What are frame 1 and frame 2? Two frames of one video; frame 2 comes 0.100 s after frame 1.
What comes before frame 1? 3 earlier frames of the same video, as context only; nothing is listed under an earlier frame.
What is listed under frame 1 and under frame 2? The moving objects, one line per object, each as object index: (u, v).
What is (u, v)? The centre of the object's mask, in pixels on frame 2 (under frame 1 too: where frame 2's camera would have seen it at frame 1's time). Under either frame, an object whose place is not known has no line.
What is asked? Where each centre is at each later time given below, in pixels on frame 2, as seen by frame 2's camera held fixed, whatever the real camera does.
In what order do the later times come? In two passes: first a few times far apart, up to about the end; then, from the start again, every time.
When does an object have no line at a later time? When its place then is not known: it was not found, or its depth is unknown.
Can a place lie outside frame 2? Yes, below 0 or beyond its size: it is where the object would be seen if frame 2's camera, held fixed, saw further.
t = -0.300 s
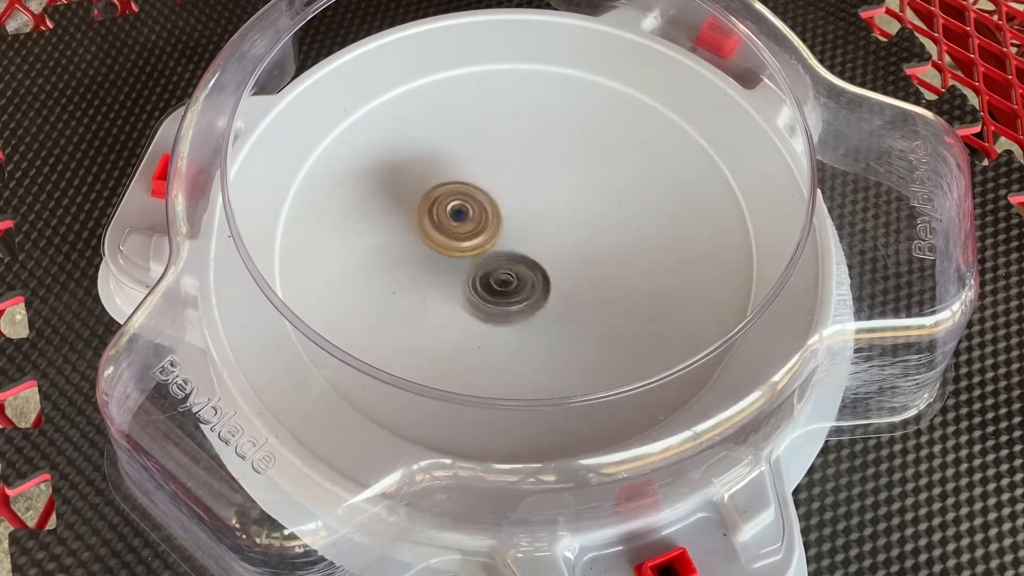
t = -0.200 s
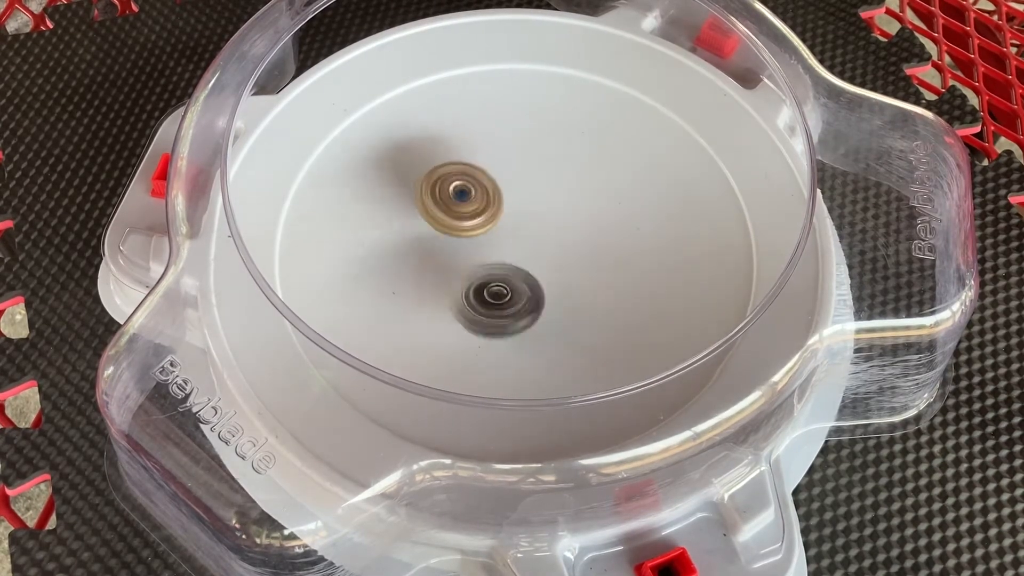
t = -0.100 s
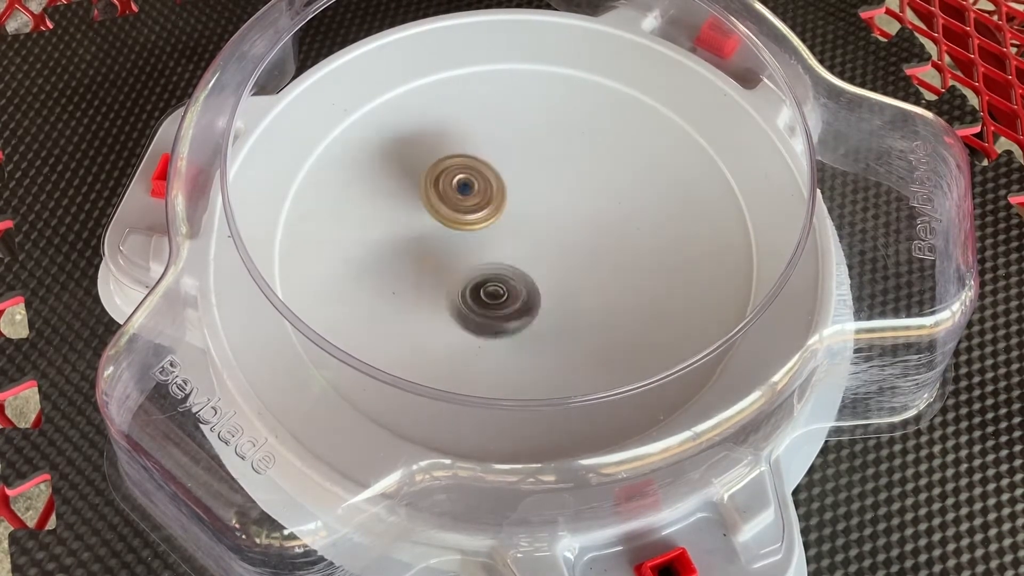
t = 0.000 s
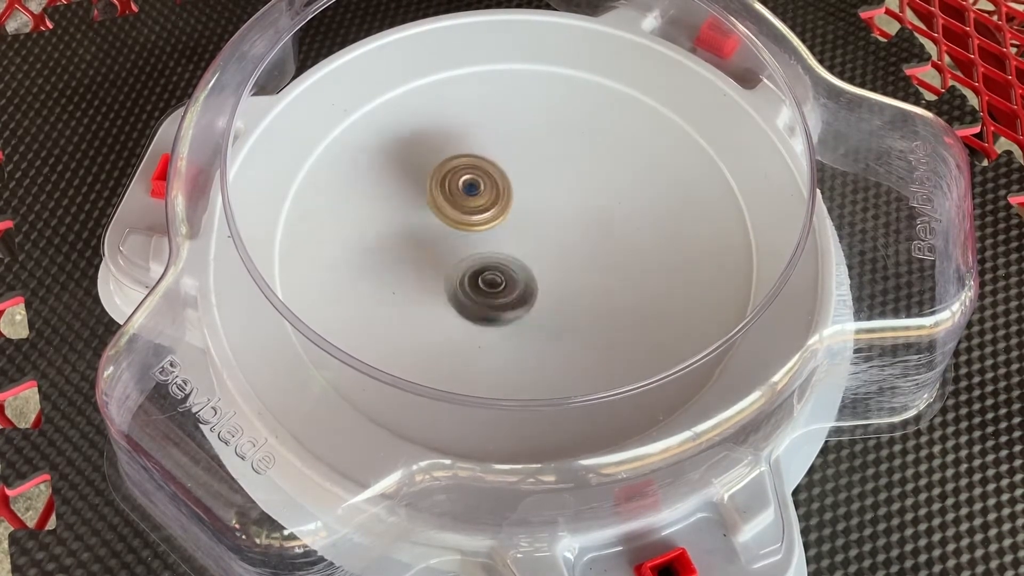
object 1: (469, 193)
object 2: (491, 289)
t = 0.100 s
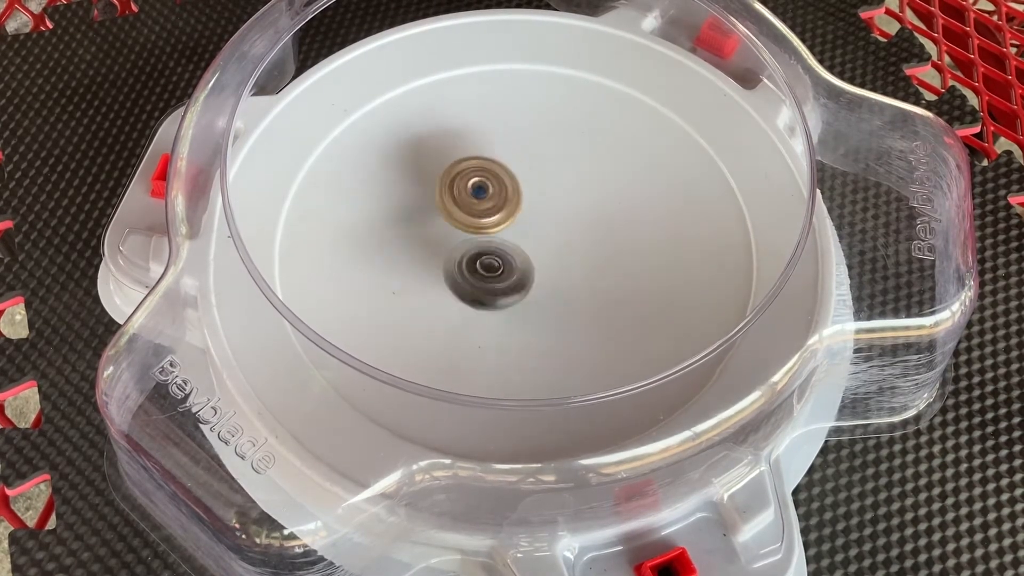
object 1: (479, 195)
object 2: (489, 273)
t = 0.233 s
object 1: (500, 182)
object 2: (488, 275)
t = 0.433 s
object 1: (523, 186)
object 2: (496, 260)
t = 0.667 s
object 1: (568, 172)
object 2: (500, 274)
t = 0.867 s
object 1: (588, 182)
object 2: (518, 256)
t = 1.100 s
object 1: (605, 202)
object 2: (502, 252)
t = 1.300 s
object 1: (590, 233)
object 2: (496, 256)
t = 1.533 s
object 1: (577, 274)
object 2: (480, 261)
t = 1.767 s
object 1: (560, 304)
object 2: (467, 253)
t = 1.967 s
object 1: (535, 308)
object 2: (474, 245)
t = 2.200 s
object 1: (502, 313)
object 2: (481, 213)
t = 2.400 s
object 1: (471, 299)
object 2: (507, 209)
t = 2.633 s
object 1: (447, 266)
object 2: (536, 214)
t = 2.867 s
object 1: (441, 230)
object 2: (553, 235)
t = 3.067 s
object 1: (454, 208)
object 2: (553, 256)
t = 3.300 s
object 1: (487, 195)
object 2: (536, 275)
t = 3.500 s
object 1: (525, 196)
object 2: (514, 281)
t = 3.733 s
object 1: (564, 210)
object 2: (492, 273)
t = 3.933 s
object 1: (584, 232)
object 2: (483, 257)
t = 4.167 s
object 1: (587, 259)
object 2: (489, 233)
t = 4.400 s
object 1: (569, 291)
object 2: (502, 212)
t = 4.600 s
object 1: (541, 309)
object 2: (518, 206)
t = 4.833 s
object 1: (505, 308)
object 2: (535, 220)
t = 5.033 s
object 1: (475, 292)
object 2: (544, 237)
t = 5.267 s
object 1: (443, 265)
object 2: (560, 248)
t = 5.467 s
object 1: (440, 237)
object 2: (544, 259)
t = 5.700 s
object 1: (456, 206)
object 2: (534, 276)
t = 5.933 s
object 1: (486, 190)
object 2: (517, 278)
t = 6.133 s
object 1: (523, 193)
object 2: (505, 269)
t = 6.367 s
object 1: (571, 196)
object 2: (482, 285)
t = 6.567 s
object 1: (585, 217)
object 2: (484, 278)
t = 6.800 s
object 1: (617, 252)
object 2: (448, 256)
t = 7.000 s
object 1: (626, 273)
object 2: (386, 240)
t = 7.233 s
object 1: (578, 283)
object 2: (419, 225)
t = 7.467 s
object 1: (550, 309)
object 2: (453, 181)
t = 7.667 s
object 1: (552, 321)
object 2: (458, 142)
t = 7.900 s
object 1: (542, 287)
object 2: (507, 189)
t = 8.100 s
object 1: (537, 290)
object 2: (529, 205)
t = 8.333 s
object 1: (539, 297)
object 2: (519, 217)
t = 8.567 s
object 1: (532, 309)
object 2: (495, 205)
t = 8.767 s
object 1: (522, 299)
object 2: (484, 205)
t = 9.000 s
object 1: (523, 290)
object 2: (481, 197)
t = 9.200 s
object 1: (533, 278)
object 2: (487, 201)
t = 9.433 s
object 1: (553, 283)
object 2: (491, 203)
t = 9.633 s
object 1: (561, 285)
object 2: (496, 222)
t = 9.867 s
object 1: (577, 304)
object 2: (465, 199)
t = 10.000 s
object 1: (569, 303)
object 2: (462, 196)
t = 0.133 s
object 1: (483, 193)
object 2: (487, 272)
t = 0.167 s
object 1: (489, 188)
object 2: (487, 274)
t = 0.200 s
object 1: (495, 184)
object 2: (488, 275)
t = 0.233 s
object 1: (500, 182)
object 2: (488, 275)
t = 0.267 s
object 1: (504, 182)
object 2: (489, 274)
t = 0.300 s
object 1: (509, 183)
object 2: (493, 272)
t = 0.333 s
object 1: (513, 184)
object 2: (492, 268)
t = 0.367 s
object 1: (516, 185)
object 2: (495, 266)
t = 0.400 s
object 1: (519, 186)
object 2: (497, 261)
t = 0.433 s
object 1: (523, 186)
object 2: (496, 260)
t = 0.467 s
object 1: (533, 179)
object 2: (492, 267)
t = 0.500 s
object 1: (540, 176)
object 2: (491, 272)
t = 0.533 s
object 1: (546, 175)
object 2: (490, 274)
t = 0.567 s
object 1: (552, 174)
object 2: (490, 276)
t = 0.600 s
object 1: (558, 173)
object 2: (493, 277)
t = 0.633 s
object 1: (563, 172)
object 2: (496, 276)
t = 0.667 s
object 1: (568, 172)
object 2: (500, 274)
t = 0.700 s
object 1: (572, 173)
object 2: (502, 271)
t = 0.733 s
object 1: (576, 174)
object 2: (506, 270)
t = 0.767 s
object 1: (580, 175)
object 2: (510, 267)
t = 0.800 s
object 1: (583, 176)
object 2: (514, 263)
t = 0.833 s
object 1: (585, 179)
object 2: (515, 259)
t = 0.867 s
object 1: (588, 182)
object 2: (518, 256)
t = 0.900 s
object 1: (590, 184)
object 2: (522, 253)
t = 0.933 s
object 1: (591, 187)
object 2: (523, 249)
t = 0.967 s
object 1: (592, 191)
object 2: (524, 246)
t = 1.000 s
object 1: (594, 195)
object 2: (523, 244)
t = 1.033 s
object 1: (600, 196)
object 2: (515, 248)
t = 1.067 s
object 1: (604, 198)
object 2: (508, 250)
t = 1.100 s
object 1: (605, 202)
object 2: (502, 252)
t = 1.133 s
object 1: (605, 206)
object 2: (498, 253)
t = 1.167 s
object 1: (603, 211)
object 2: (496, 256)
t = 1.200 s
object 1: (600, 216)
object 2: (495, 257)
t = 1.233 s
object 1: (597, 222)
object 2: (495, 257)
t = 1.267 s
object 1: (594, 228)
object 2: (495, 257)
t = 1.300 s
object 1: (590, 233)
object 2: (496, 256)
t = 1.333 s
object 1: (586, 238)
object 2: (497, 258)
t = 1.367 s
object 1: (586, 243)
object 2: (491, 258)
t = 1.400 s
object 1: (585, 249)
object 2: (487, 259)
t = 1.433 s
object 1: (584, 255)
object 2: (484, 260)
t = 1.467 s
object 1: (581, 261)
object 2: (482, 260)
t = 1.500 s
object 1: (579, 268)
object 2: (482, 261)
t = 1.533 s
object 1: (577, 274)
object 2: (480, 261)
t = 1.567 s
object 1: (573, 280)
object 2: (480, 260)
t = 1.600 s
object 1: (570, 284)
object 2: (478, 260)
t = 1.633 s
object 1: (570, 292)
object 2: (472, 258)
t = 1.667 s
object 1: (569, 297)
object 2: (471, 257)
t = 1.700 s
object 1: (567, 300)
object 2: (469, 256)
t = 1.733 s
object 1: (564, 302)
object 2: (468, 254)
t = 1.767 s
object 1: (560, 304)
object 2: (467, 253)
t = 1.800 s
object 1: (557, 306)
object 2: (466, 252)
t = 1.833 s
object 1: (553, 306)
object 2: (468, 251)
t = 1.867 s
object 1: (548, 307)
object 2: (470, 249)
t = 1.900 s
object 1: (544, 308)
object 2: (471, 248)
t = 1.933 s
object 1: (539, 308)
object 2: (473, 247)
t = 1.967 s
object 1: (535, 308)
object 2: (474, 245)
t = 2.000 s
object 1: (533, 313)
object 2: (473, 237)
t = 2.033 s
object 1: (528, 315)
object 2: (473, 231)
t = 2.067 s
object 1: (523, 316)
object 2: (473, 226)
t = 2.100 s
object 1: (518, 316)
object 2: (474, 222)
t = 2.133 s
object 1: (512, 315)
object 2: (476, 219)
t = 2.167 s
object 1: (507, 315)
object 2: (478, 216)
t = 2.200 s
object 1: (502, 313)
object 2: (481, 213)
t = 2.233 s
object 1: (497, 312)
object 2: (486, 212)
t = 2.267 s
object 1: (491, 310)
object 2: (489, 210)
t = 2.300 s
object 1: (486, 308)
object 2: (493, 210)
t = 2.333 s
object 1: (481, 305)
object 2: (497, 209)
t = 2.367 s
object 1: (476, 302)
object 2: (502, 209)
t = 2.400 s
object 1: (471, 299)
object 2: (507, 209)
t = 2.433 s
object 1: (467, 294)
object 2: (512, 209)
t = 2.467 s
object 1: (462, 290)
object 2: (516, 209)
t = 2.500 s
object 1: (459, 286)
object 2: (520, 210)
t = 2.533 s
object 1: (455, 281)
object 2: (523, 210)
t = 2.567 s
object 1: (452, 276)
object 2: (527, 211)
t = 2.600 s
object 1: (449, 271)
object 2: (531, 212)
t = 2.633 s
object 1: (447, 266)
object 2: (536, 214)
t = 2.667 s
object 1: (444, 260)
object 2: (539, 217)
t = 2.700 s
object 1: (443, 255)
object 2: (543, 220)
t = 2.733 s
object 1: (442, 250)
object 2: (544, 222)
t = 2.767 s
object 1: (441, 245)
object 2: (546, 225)
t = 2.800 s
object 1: (441, 240)
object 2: (548, 227)
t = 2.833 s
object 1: (441, 235)
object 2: (551, 230)
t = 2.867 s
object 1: (441, 230)
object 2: (553, 235)
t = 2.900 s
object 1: (442, 226)
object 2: (555, 238)
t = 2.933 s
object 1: (443, 222)
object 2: (555, 242)
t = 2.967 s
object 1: (445, 218)
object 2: (555, 245)
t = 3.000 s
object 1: (448, 214)
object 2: (554, 248)
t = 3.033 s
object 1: (450, 210)
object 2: (553, 252)
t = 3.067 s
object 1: (454, 208)
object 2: (553, 256)
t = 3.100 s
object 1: (458, 205)
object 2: (552, 260)
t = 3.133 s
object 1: (461, 203)
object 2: (552, 262)
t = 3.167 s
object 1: (466, 200)
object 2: (549, 265)
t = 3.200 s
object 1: (470, 198)
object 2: (545, 267)
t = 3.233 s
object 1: (476, 197)
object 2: (542, 270)
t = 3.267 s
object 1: (481, 196)
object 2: (538, 273)
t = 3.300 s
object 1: (487, 195)
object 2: (536, 275)
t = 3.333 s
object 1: (493, 194)
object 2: (533, 278)
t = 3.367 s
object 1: (499, 194)
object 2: (530, 279)
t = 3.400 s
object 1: (505, 193)
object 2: (528, 280)
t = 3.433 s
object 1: (512, 194)
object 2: (524, 281)
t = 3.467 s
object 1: (518, 195)
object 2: (518, 281)
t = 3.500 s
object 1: (525, 196)
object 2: (514, 281)
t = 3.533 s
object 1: (530, 197)
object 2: (509, 281)
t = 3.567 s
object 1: (537, 199)
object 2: (506, 281)
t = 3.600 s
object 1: (543, 200)
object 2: (503, 281)
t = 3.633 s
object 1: (549, 203)
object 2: (500, 280)
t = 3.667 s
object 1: (554, 205)
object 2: (497, 278)
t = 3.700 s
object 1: (560, 208)
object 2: (495, 276)
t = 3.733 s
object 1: (564, 210)
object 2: (492, 273)
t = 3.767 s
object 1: (569, 214)
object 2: (489, 272)
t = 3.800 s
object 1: (573, 217)
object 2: (487, 269)
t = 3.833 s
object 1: (577, 220)
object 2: (485, 266)
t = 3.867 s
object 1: (580, 224)
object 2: (485, 264)
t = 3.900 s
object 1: (583, 228)
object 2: (484, 261)
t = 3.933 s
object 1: (584, 232)
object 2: (483, 257)
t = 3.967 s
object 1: (587, 236)
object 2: (483, 253)
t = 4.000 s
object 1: (588, 240)
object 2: (483, 250)
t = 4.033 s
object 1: (589, 243)
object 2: (485, 246)
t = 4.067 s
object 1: (589, 247)
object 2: (485, 243)
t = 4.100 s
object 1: (589, 251)
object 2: (486, 240)
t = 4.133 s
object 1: (588, 255)
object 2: (486, 236)
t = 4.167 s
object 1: (587, 259)
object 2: (489, 233)
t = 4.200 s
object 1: (586, 263)
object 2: (494, 232)
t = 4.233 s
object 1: (583, 267)
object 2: (497, 229)
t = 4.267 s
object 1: (580, 271)
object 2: (499, 227)
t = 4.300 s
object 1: (577, 274)
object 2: (502, 225)
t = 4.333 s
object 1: (574, 280)
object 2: (503, 221)
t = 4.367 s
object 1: (573, 286)
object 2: (502, 216)
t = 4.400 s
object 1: (569, 291)
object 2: (502, 212)
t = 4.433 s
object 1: (566, 295)
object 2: (503, 210)
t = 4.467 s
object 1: (561, 300)
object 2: (504, 209)
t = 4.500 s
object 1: (557, 301)
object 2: (508, 206)
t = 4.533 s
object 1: (552, 303)
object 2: (512, 206)
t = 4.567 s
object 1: (546, 307)
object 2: (515, 206)
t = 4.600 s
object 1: (541, 309)
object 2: (518, 206)
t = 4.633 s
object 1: (536, 309)
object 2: (521, 210)
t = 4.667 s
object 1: (531, 313)
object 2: (524, 212)
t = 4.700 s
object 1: (525, 310)
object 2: (526, 211)
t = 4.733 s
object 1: (521, 308)
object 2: (530, 210)
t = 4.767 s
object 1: (515, 311)
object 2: (532, 215)
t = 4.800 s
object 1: (510, 309)
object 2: (533, 216)
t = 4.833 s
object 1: (505, 308)
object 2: (535, 220)
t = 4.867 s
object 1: (499, 306)
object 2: (537, 222)
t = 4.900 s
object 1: (494, 304)
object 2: (538, 224)
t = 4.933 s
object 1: (489, 302)
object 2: (540, 227)
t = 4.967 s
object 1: (485, 298)
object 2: (541, 230)
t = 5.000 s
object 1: (480, 298)
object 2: (543, 236)
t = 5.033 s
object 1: (475, 292)
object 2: (544, 237)
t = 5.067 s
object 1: (466, 290)
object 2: (552, 238)
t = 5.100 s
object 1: (460, 287)
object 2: (556, 239)
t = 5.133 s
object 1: (455, 283)
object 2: (559, 240)
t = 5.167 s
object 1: (451, 279)
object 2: (561, 242)
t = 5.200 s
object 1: (447, 275)
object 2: (562, 245)
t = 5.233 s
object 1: (445, 270)
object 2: (560, 246)
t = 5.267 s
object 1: (443, 265)
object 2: (560, 248)
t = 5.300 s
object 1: (441, 260)
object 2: (557, 249)
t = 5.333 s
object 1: (440, 255)
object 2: (555, 252)
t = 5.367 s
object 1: (439, 250)
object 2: (553, 253)
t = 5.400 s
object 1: (439, 245)
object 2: (550, 255)
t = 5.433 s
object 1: (439, 241)
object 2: (547, 257)
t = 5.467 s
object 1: (440, 237)
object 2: (544, 259)
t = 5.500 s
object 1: (443, 233)
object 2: (542, 261)
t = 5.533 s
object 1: (446, 230)
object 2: (538, 263)
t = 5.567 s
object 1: (449, 226)
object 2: (535, 264)
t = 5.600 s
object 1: (453, 223)
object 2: (531, 265)
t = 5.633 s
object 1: (452, 215)
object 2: (533, 270)
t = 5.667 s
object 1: (454, 210)
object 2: (534, 274)
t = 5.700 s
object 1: (456, 206)
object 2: (534, 276)
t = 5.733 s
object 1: (459, 202)
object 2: (532, 277)
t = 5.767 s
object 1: (464, 199)
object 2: (530, 278)
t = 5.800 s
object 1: (467, 197)
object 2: (528, 279)
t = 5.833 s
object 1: (471, 194)
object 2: (525, 279)
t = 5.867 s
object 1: (476, 193)
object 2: (522, 279)
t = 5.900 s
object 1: (481, 191)
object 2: (520, 278)
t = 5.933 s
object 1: (486, 190)
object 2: (517, 278)
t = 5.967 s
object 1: (493, 189)
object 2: (515, 277)
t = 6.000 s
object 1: (498, 190)
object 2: (512, 275)
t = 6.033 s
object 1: (504, 190)
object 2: (510, 274)
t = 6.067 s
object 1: (511, 190)
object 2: (508, 273)
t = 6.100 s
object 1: (517, 192)
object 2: (506, 271)
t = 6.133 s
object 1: (523, 193)
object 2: (505, 269)
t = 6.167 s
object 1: (530, 194)
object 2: (504, 267)
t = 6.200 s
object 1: (537, 195)
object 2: (500, 266)
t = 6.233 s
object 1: (548, 191)
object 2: (493, 274)
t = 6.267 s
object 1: (556, 190)
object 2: (488, 281)
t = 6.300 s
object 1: (562, 192)
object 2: (485, 283)
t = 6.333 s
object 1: (567, 194)
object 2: (483, 284)
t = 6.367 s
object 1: (571, 196)
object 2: (482, 285)
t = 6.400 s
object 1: (575, 199)
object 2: (482, 284)
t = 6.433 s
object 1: (578, 202)
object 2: (482, 284)
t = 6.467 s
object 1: (580, 205)
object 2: (482, 283)
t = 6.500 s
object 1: (583, 209)
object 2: (482, 281)
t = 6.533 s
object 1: (585, 213)
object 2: (483, 280)
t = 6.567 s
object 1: (585, 217)
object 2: (484, 278)
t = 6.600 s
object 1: (586, 222)
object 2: (486, 276)
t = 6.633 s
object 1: (586, 227)
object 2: (487, 273)
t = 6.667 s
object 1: (585, 232)
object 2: (489, 271)
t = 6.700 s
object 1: (583, 237)
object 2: (491, 268)
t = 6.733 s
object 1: (581, 242)
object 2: (493, 266)
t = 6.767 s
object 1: (596, 247)
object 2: (477, 261)
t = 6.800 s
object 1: (617, 252)
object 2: (448, 256)
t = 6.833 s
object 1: (630, 257)
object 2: (425, 252)
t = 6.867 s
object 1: (634, 263)
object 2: (407, 248)
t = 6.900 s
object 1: (633, 266)
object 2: (397, 245)
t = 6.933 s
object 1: (632, 268)
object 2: (391, 244)
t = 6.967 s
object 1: (629, 270)
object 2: (388, 242)
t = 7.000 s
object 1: (626, 273)
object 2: (386, 240)
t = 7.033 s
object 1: (621, 275)
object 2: (387, 237)
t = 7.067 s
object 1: (615, 277)
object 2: (389, 234)
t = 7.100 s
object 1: (609, 279)
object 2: (393, 232)
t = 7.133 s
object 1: (601, 280)
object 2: (398, 230)
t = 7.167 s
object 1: (594, 282)
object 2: (404, 228)
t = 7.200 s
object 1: (586, 283)
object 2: (411, 227)
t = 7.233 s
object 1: (578, 283)
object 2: (419, 225)
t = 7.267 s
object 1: (569, 283)
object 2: (428, 224)
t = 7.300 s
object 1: (560, 282)
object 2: (435, 223)
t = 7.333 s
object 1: (551, 281)
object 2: (445, 222)
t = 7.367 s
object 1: (542, 280)
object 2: (455, 222)
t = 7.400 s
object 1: (534, 278)
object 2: (463, 221)
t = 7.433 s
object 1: (539, 291)
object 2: (460, 203)
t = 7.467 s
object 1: (550, 309)
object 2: (453, 181)
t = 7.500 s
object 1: (556, 322)
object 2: (448, 162)
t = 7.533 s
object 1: (558, 328)
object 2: (447, 149)
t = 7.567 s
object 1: (556, 329)
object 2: (448, 142)
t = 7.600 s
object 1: (555, 327)
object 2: (450, 139)
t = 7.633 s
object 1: (554, 324)
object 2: (453, 139)
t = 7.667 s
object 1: (552, 321)
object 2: (458, 142)
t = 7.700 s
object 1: (551, 317)
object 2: (465, 145)
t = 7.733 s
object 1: (549, 313)
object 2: (469, 150)
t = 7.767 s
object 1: (548, 309)
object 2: (476, 157)
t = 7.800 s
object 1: (546, 304)
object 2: (484, 164)
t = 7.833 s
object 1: (545, 299)
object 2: (491, 173)
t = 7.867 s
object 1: (543, 293)
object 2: (499, 180)
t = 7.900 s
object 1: (542, 287)
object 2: (507, 189)
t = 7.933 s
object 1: (541, 281)
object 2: (515, 198)
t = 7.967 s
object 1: (541, 280)
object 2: (518, 201)
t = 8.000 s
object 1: (540, 285)
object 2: (521, 201)
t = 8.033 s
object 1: (539, 285)
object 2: (524, 204)
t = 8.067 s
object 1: (539, 286)
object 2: (527, 208)
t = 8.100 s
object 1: (537, 290)
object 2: (529, 205)
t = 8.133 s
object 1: (537, 290)
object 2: (529, 207)
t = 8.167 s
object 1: (539, 289)
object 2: (528, 210)
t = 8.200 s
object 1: (540, 292)
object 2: (526, 212)
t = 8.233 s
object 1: (538, 295)
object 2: (525, 210)
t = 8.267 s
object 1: (538, 296)
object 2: (524, 210)
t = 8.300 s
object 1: (539, 296)
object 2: (522, 213)
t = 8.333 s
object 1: (539, 297)
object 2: (519, 217)
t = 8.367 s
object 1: (540, 296)
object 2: (516, 219)
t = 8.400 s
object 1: (540, 297)
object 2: (512, 222)
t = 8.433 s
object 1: (538, 304)
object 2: (510, 215)
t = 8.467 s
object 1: (536, 307)
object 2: (506, 209)
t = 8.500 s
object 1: (535, 308)
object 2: (502, 208)
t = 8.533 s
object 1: (534, 309)
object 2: (498, 206)
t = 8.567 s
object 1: (532, 309)
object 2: (495, 205)
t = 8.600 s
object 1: (530, 308)
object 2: (492, 204)
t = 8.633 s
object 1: (528, 308)
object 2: (490, 204)
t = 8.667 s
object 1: (526, 306)
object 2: (488, 205)
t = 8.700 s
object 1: (525, 305)
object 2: (485, 204)
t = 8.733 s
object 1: (523, 302)
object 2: (484, 204)
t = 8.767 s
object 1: (522, 299)
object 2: (484, 205)
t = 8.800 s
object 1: (521, 296)
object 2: (483, 206)
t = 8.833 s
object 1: (520, 293)
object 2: (483, 207)
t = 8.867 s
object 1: (520, 290)
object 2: (482, 207)
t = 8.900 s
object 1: (520, 286)
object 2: (483, 209)
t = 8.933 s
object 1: (520, 285)
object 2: (483, 208)
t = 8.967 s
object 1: (523, 289)
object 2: (482, 202)
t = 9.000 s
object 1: (523, 290)
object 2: (481, 197)
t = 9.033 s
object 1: (524, 288)
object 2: (481, 195)
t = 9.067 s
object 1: (526, 286)
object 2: (481, 196)
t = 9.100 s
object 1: (528, 284)
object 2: (482, 197)
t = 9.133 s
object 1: (530, 282)
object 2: (484, 198)
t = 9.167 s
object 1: (532, 280)
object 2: (485, 198)
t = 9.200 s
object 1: (533, 278)
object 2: (487, 201)
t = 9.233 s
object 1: (536, 277)
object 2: (489, 203)
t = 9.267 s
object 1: (538, 275)
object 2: (491, 205)
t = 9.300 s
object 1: (542, 277)
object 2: (490, 203)
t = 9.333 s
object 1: (546, 281)
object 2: (490, 200)
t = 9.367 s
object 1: (548, 283)
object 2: (490, 200)
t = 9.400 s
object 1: (550, 283)
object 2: (491, 202)
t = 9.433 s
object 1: (553, 283)
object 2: (491, 203)
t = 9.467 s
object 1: (555, 283)
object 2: (491, 205)
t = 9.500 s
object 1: (557, 284)
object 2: (493, 209)
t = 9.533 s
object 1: (558, 284)
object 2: (494, 212)
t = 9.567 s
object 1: (560, 285)
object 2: (494, 214)
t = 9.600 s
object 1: (560, 285)
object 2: (495, 218)
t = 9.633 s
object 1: (561, 285)
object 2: (496, 222)
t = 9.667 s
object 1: (562, 284)
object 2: (496, 226)
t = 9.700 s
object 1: (562, 285)
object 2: (493, 230)
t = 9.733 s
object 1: (572, 295)
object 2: (485, 218)
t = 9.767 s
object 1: (577, 302)
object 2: (478, 209)
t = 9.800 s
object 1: (577, 304)
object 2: (470, 204)
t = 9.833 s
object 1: (576, 304)
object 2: (468, 202)
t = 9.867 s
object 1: (577, 304)
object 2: (465, 199)
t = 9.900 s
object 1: (576, 305)
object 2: (463, 199)
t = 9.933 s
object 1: (574, 304)
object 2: (462, 198)
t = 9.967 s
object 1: (571, 303)
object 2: (462, 196)
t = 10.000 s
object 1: (569, 303)
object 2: (462, 196)
